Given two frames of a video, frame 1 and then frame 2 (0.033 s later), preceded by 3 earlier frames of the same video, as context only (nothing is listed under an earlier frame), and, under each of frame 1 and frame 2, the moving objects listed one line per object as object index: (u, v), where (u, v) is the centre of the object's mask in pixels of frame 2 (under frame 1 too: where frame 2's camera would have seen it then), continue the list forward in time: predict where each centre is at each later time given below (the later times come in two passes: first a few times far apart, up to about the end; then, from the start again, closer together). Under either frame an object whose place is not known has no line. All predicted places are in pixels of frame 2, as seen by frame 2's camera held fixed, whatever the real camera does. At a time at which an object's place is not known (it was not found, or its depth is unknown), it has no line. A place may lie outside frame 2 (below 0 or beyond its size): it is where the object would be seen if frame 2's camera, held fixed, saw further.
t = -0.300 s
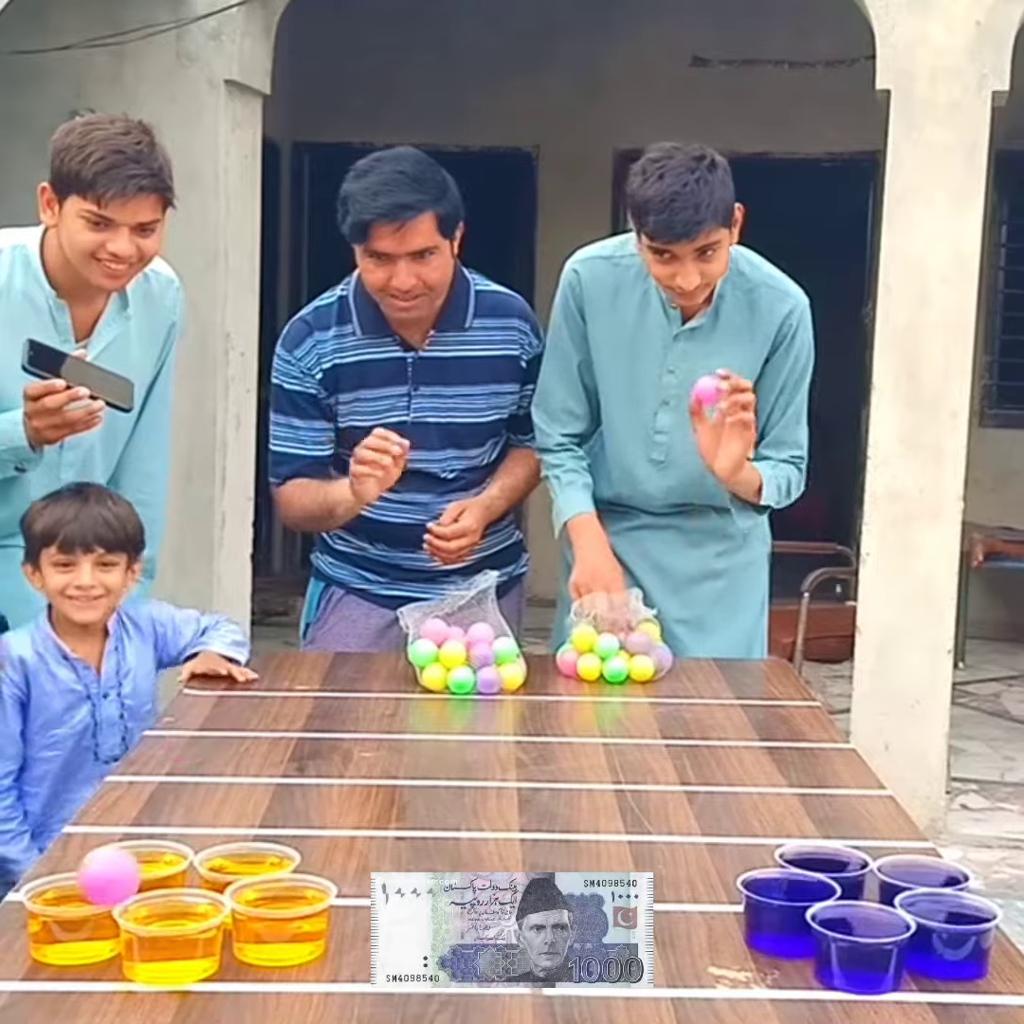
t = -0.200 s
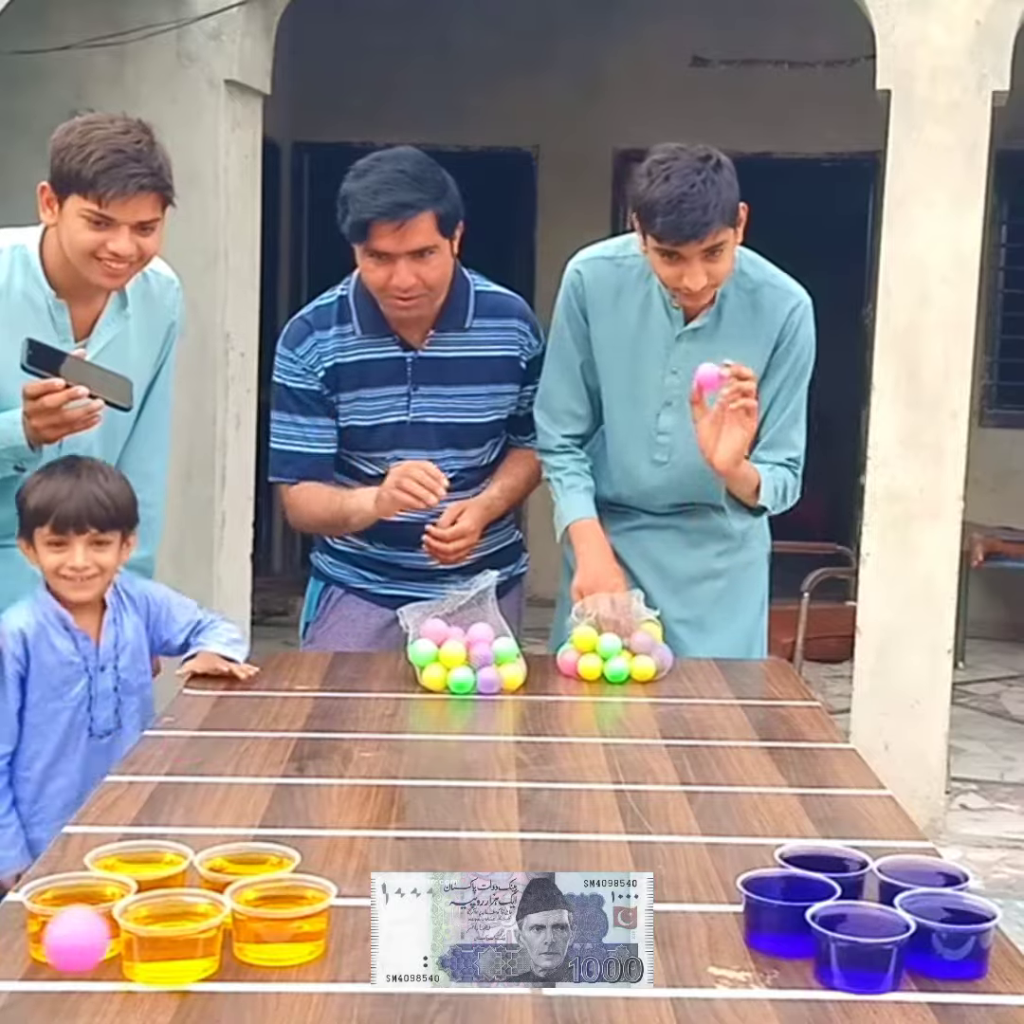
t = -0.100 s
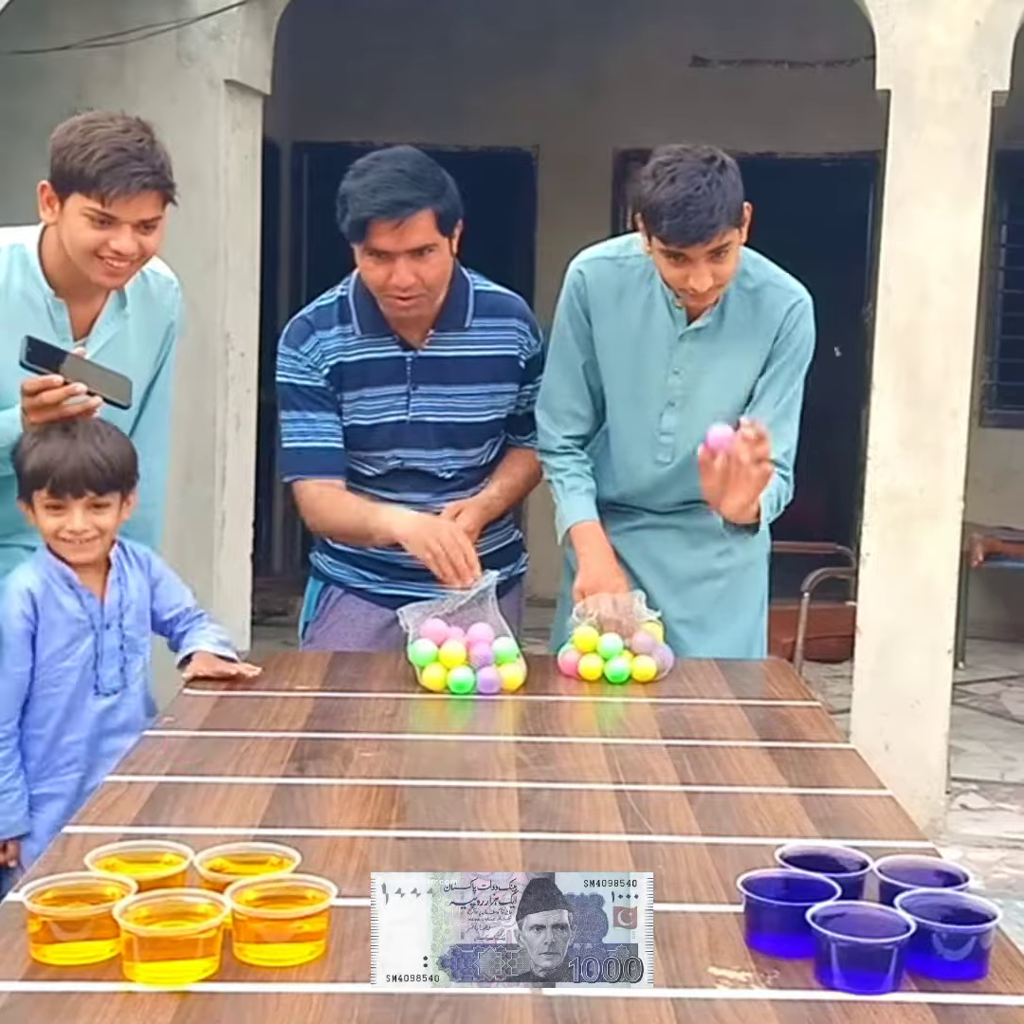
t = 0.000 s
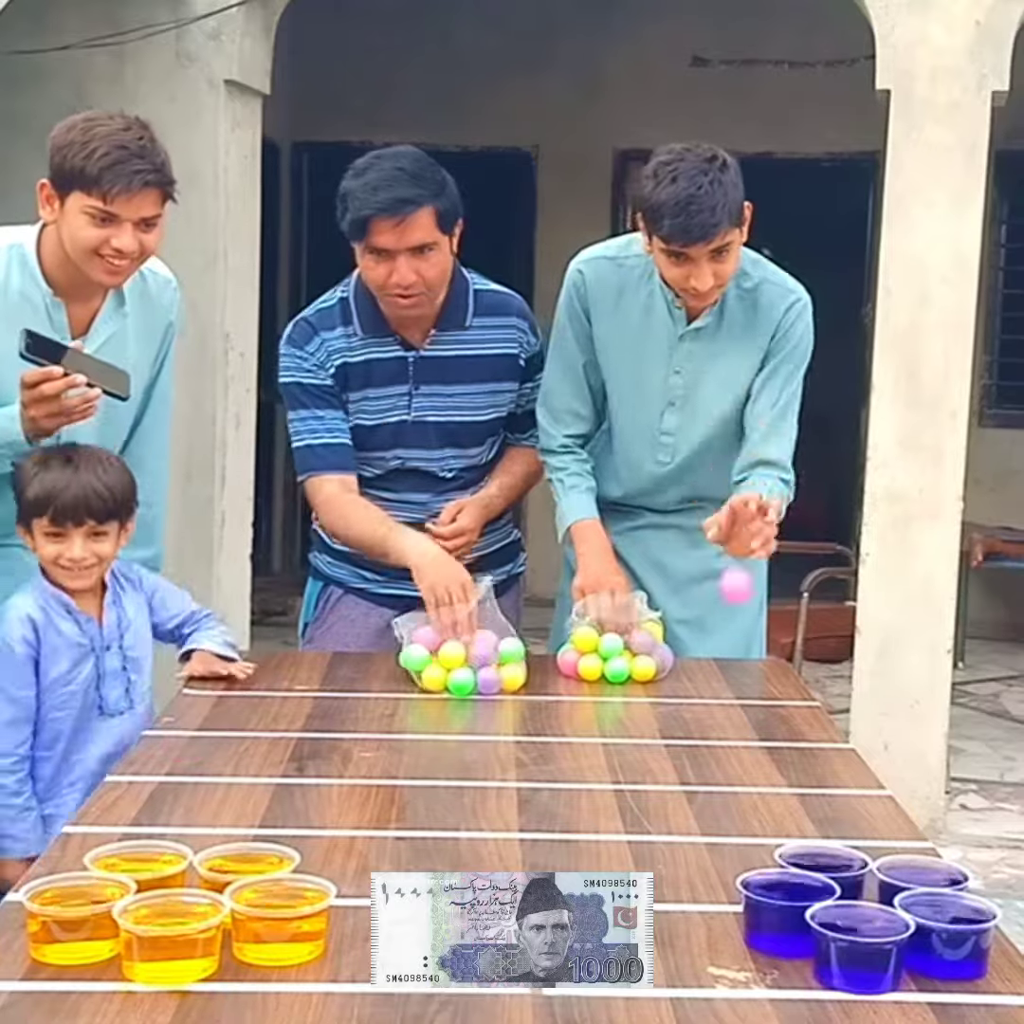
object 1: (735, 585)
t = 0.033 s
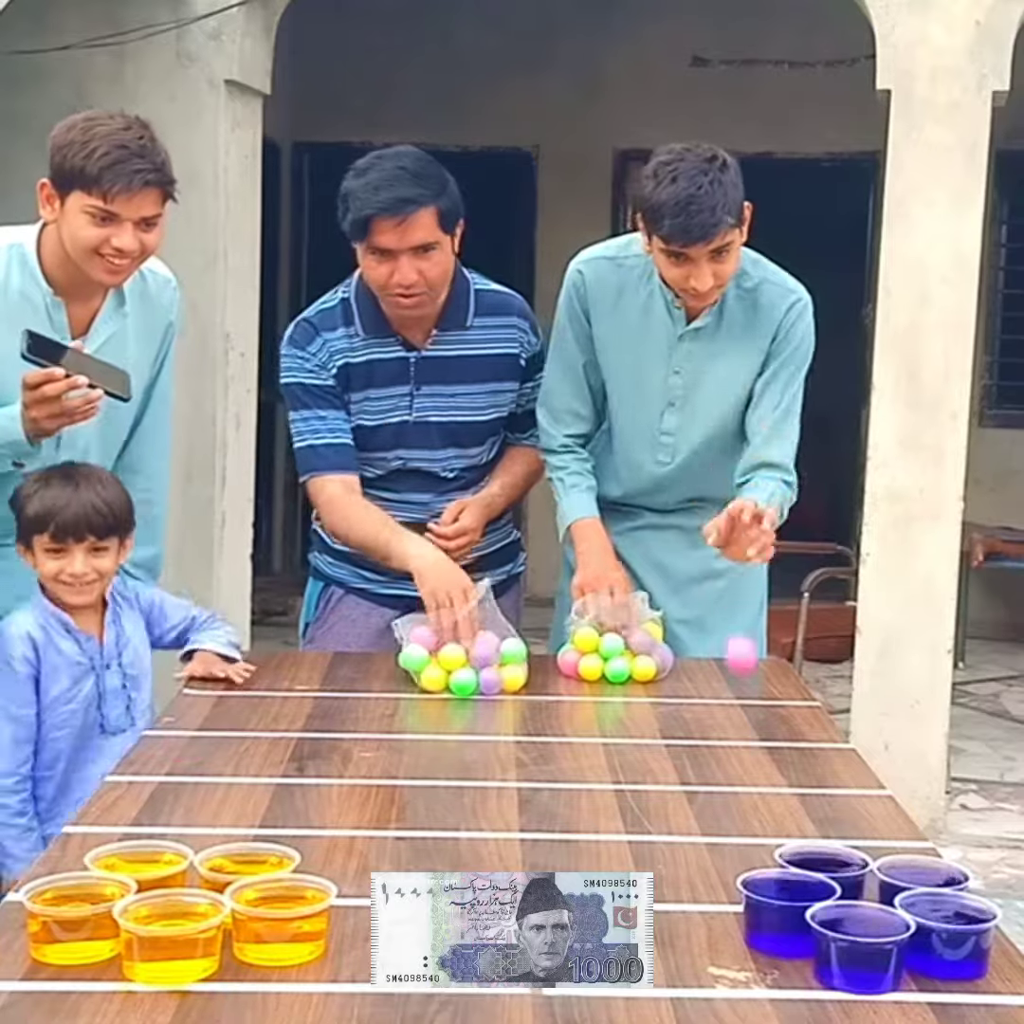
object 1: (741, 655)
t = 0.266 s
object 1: (789, 558)
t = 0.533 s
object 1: (824, 836)
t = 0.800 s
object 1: (901, 897)
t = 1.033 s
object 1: (1002, 966)
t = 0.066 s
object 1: (744, 726)
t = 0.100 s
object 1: (751, 723)
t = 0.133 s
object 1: (759, 674)
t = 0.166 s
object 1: (768, 630)
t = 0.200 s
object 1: (775, 596)
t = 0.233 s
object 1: (782, 572)
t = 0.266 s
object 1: (789, 558)
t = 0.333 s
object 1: (801, 560)
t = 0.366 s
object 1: (806, 577)
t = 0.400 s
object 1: (810, 606)
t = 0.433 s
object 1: (814, 645)
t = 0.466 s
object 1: (818, 698)
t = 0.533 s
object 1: (824, 836)
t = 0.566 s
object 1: (833, 823)
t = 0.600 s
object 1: (843, 798)
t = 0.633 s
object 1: (855, 782)
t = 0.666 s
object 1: (866, 777)
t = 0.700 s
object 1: (875, 788)
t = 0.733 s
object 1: (885, 813)
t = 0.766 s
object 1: (894, 848)
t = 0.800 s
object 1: (901, 897)
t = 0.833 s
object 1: (909, 963)
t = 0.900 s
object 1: (936, 982)
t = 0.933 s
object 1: (955, 957)
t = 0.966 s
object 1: (973, 946)
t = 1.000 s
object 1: (991, 949)
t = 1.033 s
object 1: (1002, 966)
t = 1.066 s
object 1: (1010, 999)
